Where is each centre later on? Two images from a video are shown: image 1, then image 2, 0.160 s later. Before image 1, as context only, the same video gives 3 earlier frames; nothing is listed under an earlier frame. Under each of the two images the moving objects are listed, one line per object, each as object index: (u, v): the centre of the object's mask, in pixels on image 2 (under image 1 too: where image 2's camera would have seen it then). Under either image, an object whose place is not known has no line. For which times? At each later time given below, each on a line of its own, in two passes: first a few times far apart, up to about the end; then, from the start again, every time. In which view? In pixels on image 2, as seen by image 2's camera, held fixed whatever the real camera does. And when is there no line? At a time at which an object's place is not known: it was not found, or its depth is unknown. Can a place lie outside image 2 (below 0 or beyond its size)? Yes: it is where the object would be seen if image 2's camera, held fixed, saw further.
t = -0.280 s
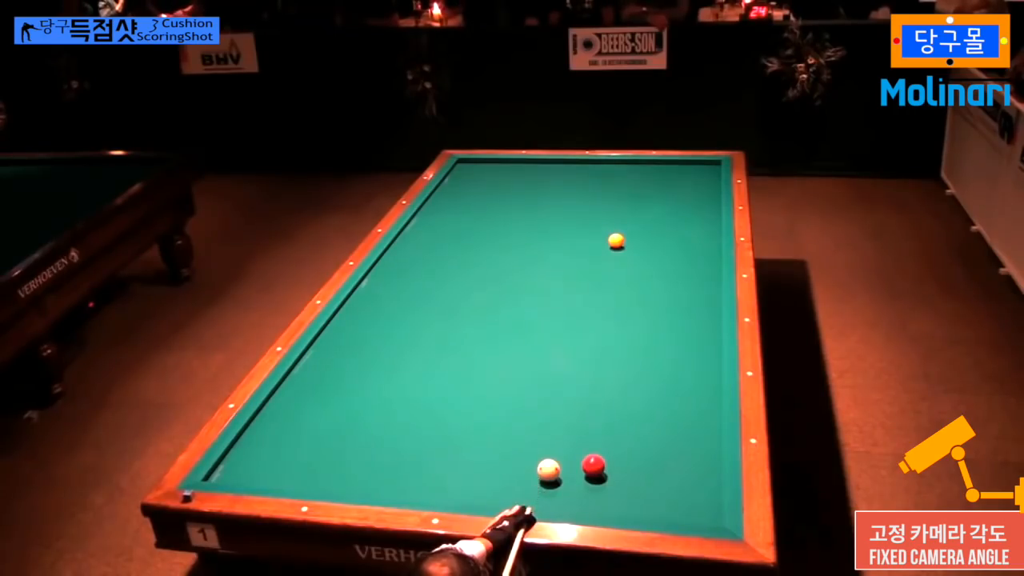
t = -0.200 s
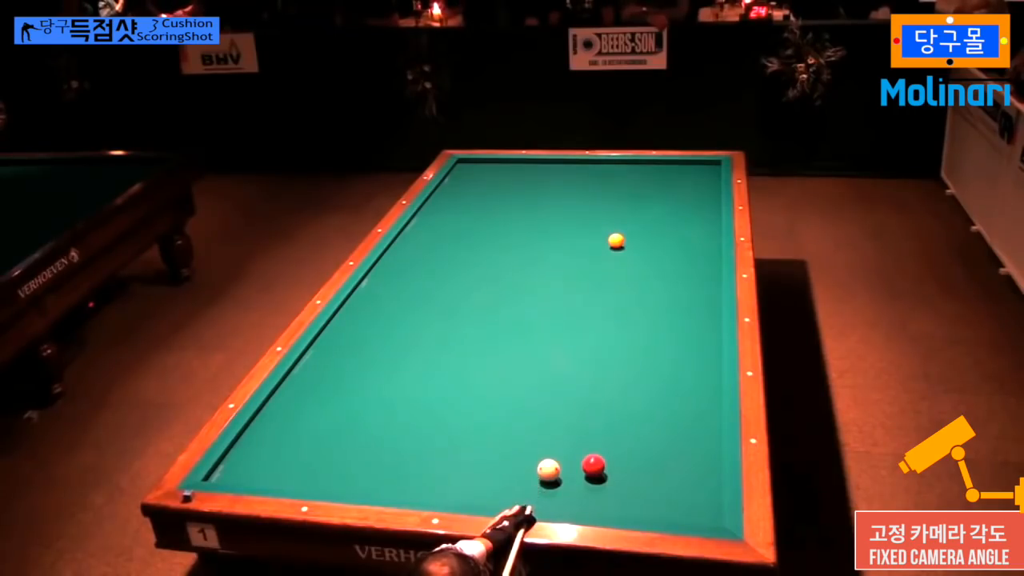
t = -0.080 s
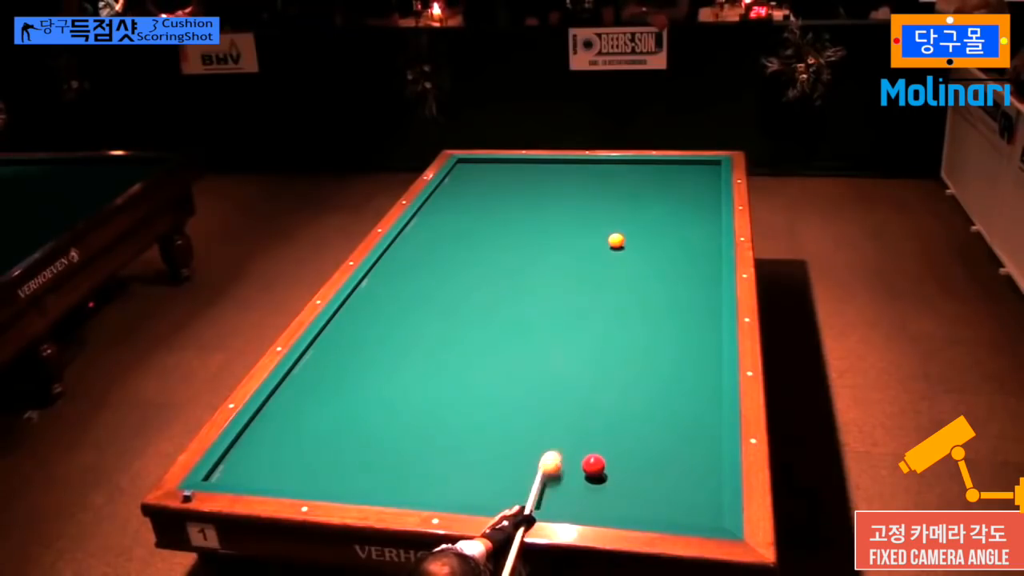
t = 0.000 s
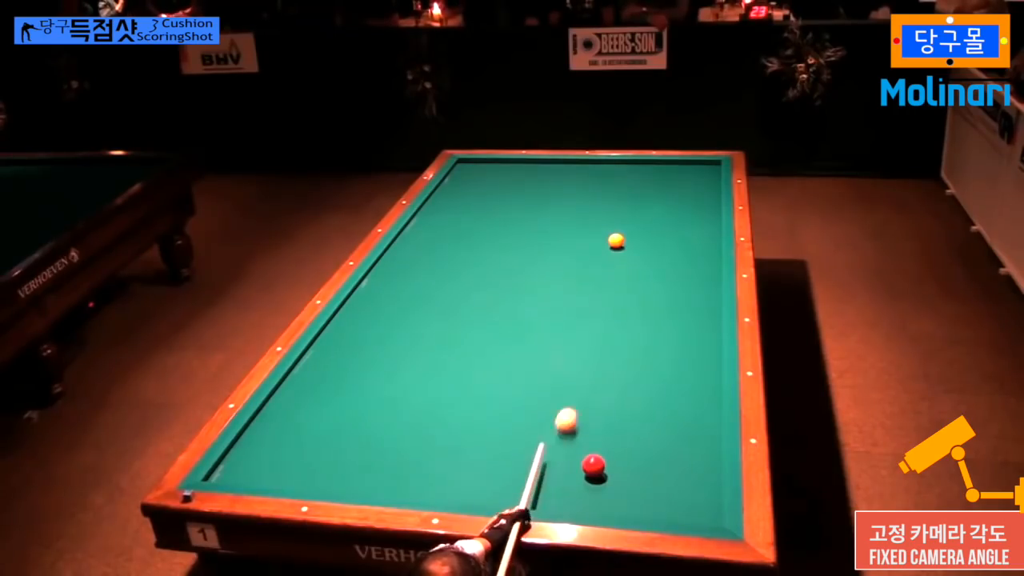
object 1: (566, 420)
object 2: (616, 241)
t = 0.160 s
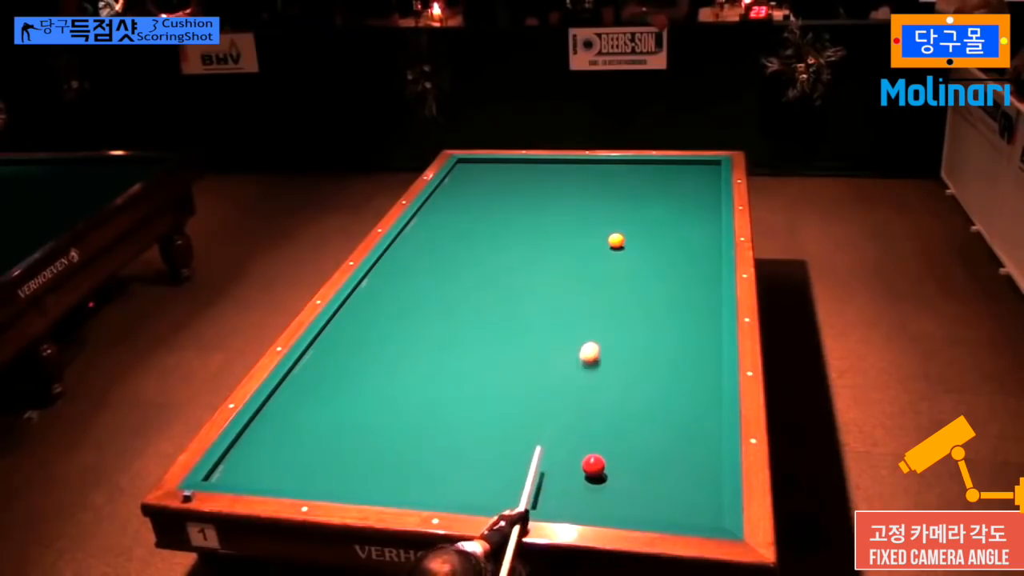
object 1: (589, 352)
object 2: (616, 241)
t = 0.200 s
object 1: (594, 339)
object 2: (616, 241)
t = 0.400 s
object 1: (613, 280)
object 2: (616, 241)
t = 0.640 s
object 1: (650, 235)
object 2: (598, 231)
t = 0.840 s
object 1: (695, 213)
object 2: (567, 214)
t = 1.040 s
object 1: (703, 190)
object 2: (543, 201)
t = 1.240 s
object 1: (685, 170)
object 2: (521, 189)
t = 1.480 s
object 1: (652, 172)
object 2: (497, 176)
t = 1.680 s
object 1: (620, 183)
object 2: (479, 166)
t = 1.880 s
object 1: (586, 194)
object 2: (460, 163)
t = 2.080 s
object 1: (552, 205)
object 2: (465, 168)
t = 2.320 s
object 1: (508, 220)
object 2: (472, 174)
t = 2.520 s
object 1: (470, 232)
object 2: (478, 179)
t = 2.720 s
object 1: (431, 246)
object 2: (483, 184)
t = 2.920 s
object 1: (389, 259)
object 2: (489, 189)
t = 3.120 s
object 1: (388, 274)
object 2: (495, 194)
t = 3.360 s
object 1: (397, 293)
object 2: (502, 200)
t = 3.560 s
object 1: (406, 310)
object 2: (508, 205)
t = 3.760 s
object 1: (415, 328)
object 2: (514, 210)
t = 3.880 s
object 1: (421, 340)
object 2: (517, 213)
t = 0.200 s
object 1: (594, 339)
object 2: (616, 241)
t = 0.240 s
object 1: (598, 325)
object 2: (616, 241)
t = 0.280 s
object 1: (602, 313)
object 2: (616, 241)
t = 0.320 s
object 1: (606, 302)
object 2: (616, 241)
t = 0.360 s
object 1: (610, 291)
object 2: (616, 241)
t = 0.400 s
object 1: (613, 280)
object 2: (616, 241)
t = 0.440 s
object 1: (617, 270)
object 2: (616, 240)
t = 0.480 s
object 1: (620, 260)
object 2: (616, 241)
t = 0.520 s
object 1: (623, 251)
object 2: (616, 240)
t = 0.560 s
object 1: (629, 244)
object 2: (613, 239)
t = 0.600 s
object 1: (640, 239)
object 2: (605, 235)
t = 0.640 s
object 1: (650, 235)
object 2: (598, 231)
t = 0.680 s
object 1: (661, 231)
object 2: (590, 227)
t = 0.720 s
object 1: (670, 227)
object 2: (584, 224)
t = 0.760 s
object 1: (679, 222)
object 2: (578, 220)
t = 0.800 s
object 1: (688, 217)
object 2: (573, 217)
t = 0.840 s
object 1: (695, 213)
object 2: (567, 214)
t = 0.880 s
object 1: (703, 208)
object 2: (562, 212)
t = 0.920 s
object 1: (711, 204)
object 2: (558, 209)
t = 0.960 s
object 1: (713, 199)
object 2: (553, 206)
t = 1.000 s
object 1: (708, 195)
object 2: (548, 204)
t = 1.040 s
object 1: (703, 190)
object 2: (543, 201)
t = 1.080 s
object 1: (699, 186)
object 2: (539, 199)
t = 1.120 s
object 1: (695, 182)
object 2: (534, 196)
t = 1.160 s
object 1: (692, 177)
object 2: (530, 194)
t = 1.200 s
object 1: (688, 174)
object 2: (526, 191)
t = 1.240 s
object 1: (685, 170)
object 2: (521, 189)
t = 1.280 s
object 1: (681, 166)
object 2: (517, 186)
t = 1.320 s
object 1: (678, 162)
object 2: (513, 184)
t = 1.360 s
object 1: (673, 163)
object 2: (509, 182)
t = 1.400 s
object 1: (666, 166)
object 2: (505, 180)
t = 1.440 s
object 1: (659, 169)
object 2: (501, 178)
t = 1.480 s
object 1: (652, 172)
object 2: (497, 176)
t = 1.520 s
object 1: (646, 174)
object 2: (493, 174)
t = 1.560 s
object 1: (639, 176)
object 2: (490, 172)
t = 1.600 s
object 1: (633, 179)
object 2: (486, 170)
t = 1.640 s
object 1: (626, 181)
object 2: (482, 168)
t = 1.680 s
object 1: (620, 183)
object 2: (479, 166)
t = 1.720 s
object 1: (613, 185)
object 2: (475, 164)
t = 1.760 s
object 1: (606, 187)
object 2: (472, 162)
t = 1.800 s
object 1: (600, 189)
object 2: (468, 160)
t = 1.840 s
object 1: (593, 192)
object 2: (464, 162)
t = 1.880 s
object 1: (586, 194)
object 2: (460, 163)
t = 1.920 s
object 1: (579, 196)
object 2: (460, 164)
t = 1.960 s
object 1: (572, 199)
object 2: (462, 165)
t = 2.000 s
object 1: (566, 201)
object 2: (463, 166)
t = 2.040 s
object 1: (559, 203)
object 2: (464, 167)
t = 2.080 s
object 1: (552, 205)
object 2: (465, 168)
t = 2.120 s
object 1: (544, 208)
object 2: (466, 169)
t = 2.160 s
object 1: (538, 210)
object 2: (467, 170)
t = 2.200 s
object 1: (530, 212)
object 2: (469, 171)
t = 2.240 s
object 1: (523, 215)
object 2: (470, 172)
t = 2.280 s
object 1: (516, 217)
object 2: (471, 173)
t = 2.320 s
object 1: (508, 220)
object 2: (472, 174)
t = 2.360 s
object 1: (501, 222)
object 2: (473, 175)
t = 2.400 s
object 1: (493, 225)
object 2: (474, 176)
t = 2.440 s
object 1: (485, 227)
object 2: (475, 177)
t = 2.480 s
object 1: (478, 230)
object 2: (477, 178)
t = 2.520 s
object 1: (470, 232)
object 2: (478, 179)
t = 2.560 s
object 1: (463, 235)
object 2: (479, 180)
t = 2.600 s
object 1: (455, 238)
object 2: (480, 180)
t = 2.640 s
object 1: (447, 240)
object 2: (481, 181)
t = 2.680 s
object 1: (439, 243)
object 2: (482, 183)
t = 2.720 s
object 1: (431, 246)
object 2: (483, 184)
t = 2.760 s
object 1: (423, 249)
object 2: (484, 185)
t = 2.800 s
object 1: (414, 251)
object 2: (486, 186)
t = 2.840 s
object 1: (406, 254)
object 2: (487, 187)
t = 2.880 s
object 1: (398, 257)
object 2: (488, 188)
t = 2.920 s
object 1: (389, 259)
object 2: (489, 189)
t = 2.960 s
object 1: (381, 262)
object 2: (490, 190)
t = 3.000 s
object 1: (383, 265)
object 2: (491, 191)
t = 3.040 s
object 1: (385, 268)
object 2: (493, 192)
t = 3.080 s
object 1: (386, 271)
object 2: (494, 193)
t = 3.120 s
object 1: (388, 274)
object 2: (495, 194)
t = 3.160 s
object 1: (390, 277)
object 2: (496, 195)
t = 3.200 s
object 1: (391, 280)
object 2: (497, 196)
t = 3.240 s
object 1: (393, 283)
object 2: (498, 197)
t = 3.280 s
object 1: (394, 287)
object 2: (500, 198)
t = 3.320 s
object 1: (396, 290)
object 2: (501, 199)
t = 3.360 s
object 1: (397, 293)
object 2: (502, 200)
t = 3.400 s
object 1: (399, 296)
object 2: (503, 201)
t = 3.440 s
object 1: (400, 300)
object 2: (504, 202)
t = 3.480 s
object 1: (402, 303)
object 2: (505, 203)
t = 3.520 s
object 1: (404, 307)
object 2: (507, 204)
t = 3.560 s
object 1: (406, 310)
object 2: (508, 205)
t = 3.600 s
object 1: (407, 314)
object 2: (509, 206)
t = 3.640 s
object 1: (409, 317)
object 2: (510, 207)
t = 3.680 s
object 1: (411, 321)
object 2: (511, 208)
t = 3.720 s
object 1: (413, 324)
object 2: (513, 209)
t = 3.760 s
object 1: (415, 328)
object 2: (514, 210)
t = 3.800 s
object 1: (417, 332)
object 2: (515, 211)
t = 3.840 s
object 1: (419, 336)
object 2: (516, 212)
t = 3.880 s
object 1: (421, 340)
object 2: (517, 213)
